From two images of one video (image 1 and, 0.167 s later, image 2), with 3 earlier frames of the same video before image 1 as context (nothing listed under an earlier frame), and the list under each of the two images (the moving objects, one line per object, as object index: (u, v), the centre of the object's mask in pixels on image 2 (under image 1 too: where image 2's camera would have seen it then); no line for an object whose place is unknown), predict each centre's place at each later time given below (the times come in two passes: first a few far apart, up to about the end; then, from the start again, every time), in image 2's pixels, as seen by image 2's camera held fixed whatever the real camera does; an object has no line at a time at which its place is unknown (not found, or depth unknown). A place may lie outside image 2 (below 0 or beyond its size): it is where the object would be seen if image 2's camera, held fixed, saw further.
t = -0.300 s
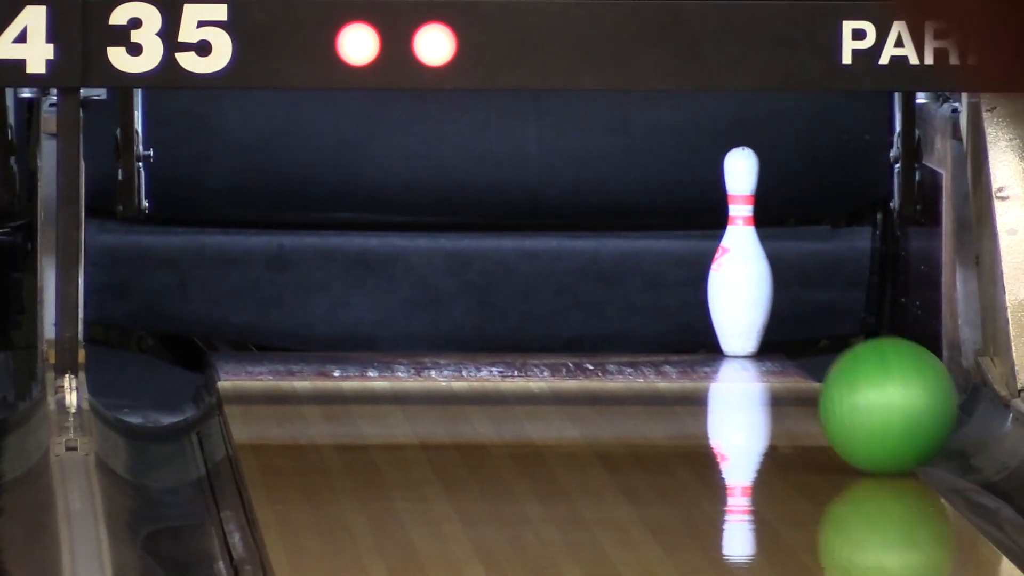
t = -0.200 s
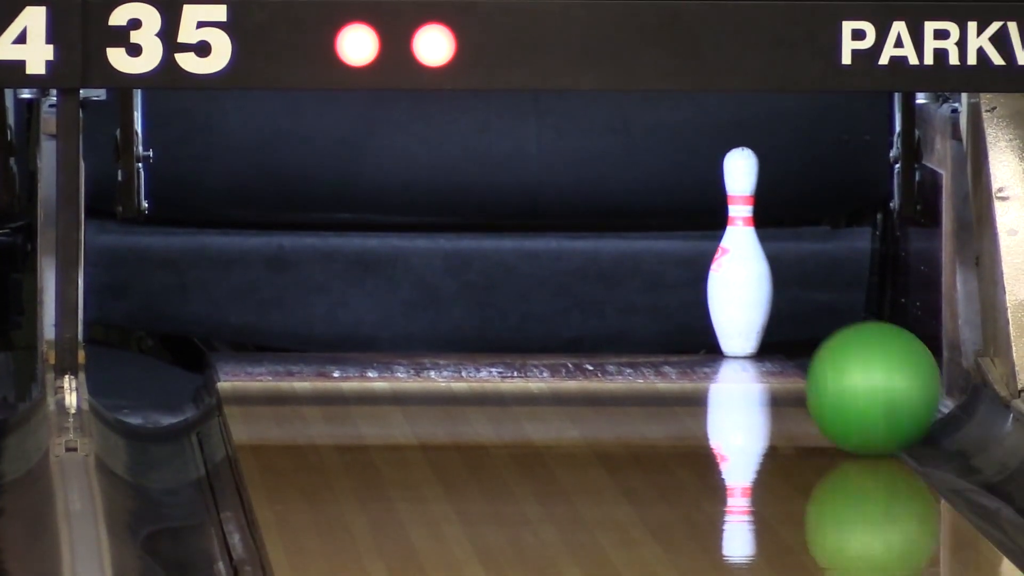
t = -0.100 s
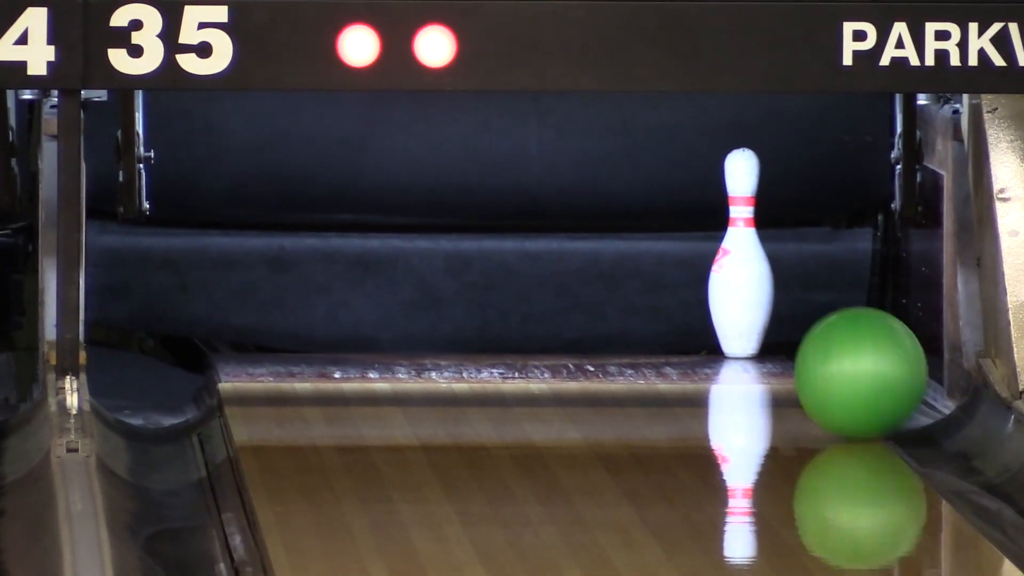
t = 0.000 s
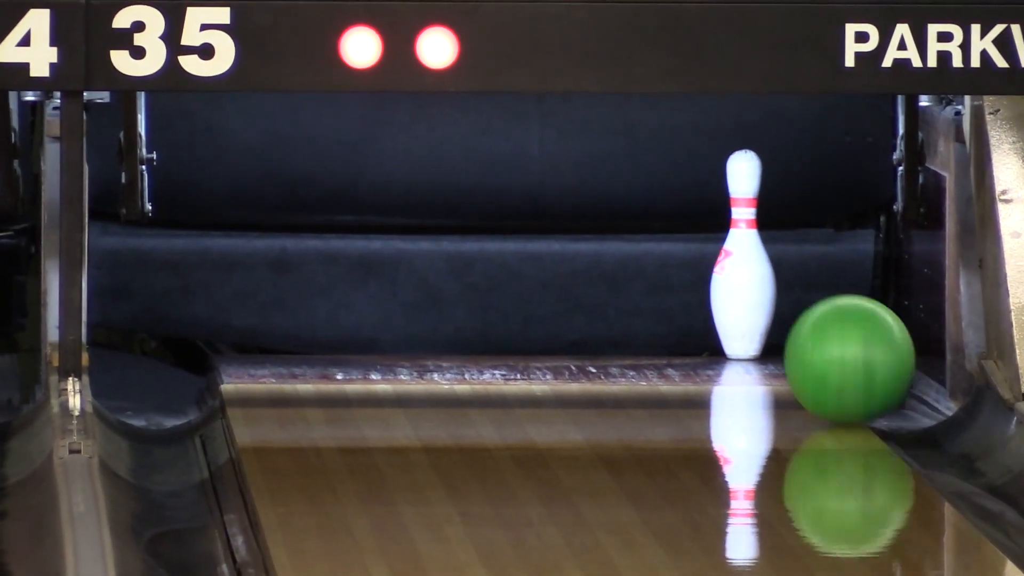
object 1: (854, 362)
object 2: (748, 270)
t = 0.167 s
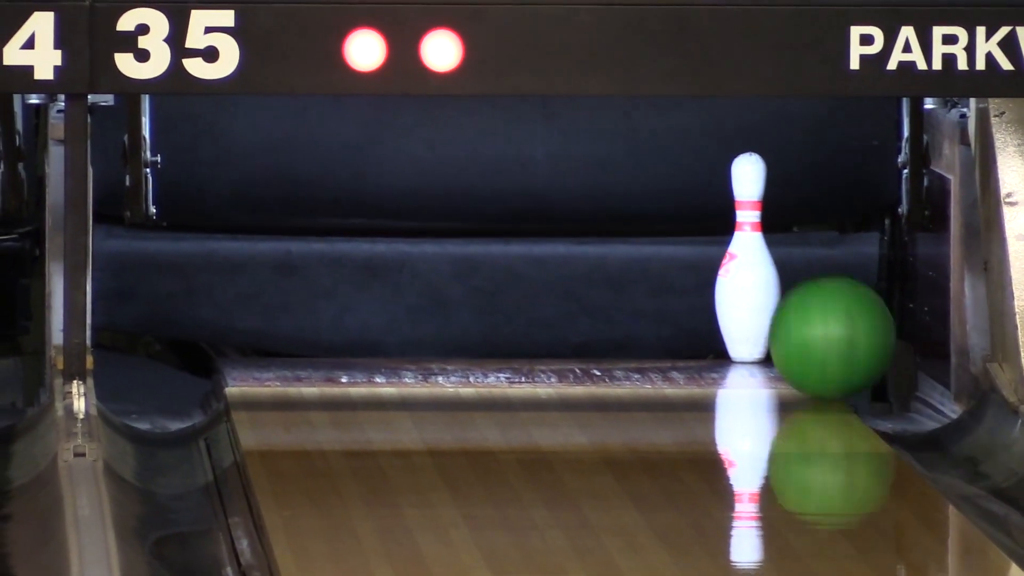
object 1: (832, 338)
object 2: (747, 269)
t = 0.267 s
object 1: (819, 323)
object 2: (745, 264)
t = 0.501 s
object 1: (816, 305)
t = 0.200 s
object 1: (827, 331)
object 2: (747, 267)
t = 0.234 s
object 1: (823, 326)
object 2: (746, 266)
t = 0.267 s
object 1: (819, 323)
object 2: (745, 264)
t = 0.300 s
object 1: (814, 319)
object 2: (744, 262)
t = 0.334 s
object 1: (810, 315)
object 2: (744, 259)
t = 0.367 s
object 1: (807, 312)
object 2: (743, 258)
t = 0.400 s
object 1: (803, 309)
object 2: (742, 256)
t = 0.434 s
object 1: (800, 306)
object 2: (731, 265)
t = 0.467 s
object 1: (806, 304)
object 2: (698, 268)
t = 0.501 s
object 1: (816, 305)
